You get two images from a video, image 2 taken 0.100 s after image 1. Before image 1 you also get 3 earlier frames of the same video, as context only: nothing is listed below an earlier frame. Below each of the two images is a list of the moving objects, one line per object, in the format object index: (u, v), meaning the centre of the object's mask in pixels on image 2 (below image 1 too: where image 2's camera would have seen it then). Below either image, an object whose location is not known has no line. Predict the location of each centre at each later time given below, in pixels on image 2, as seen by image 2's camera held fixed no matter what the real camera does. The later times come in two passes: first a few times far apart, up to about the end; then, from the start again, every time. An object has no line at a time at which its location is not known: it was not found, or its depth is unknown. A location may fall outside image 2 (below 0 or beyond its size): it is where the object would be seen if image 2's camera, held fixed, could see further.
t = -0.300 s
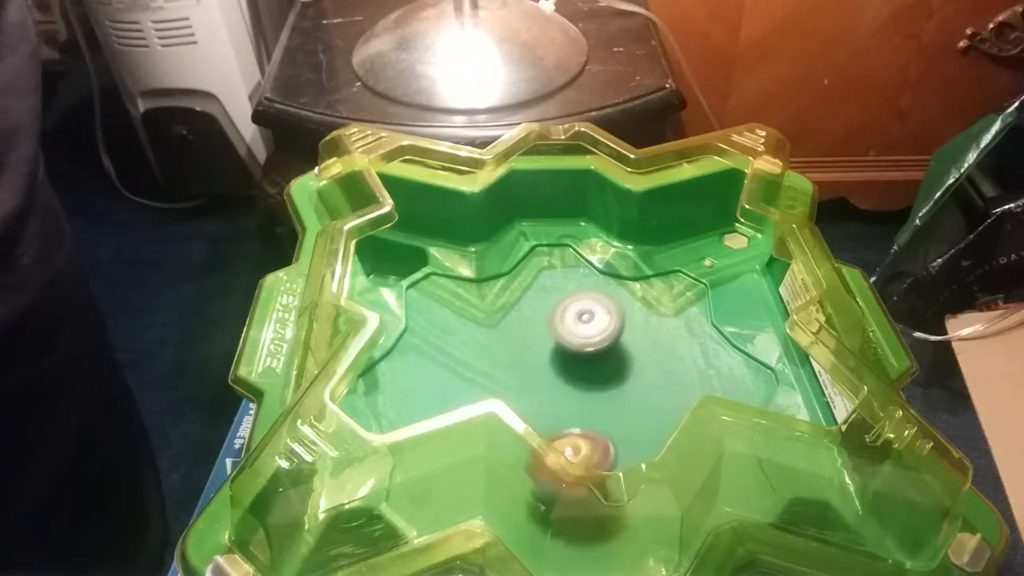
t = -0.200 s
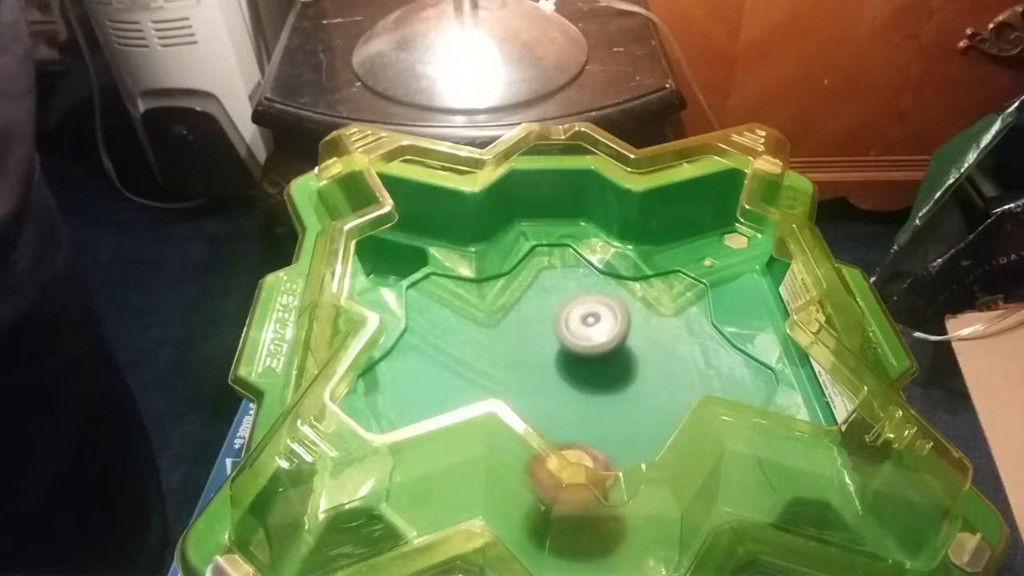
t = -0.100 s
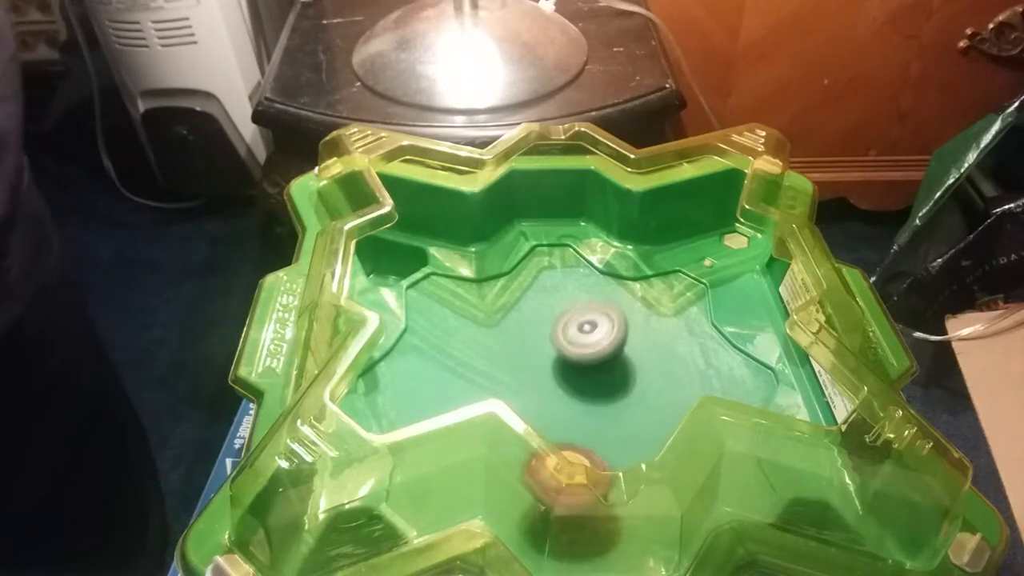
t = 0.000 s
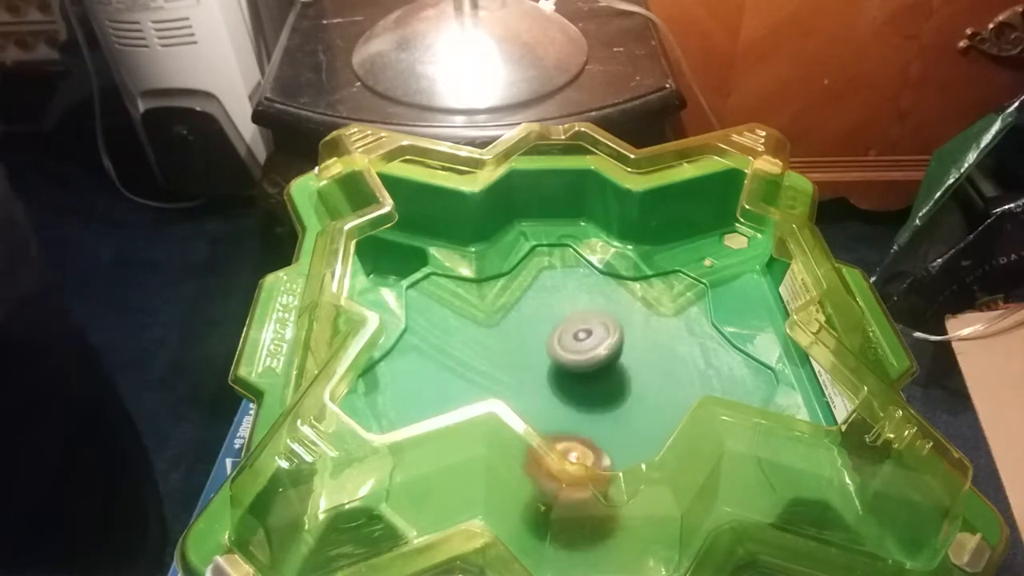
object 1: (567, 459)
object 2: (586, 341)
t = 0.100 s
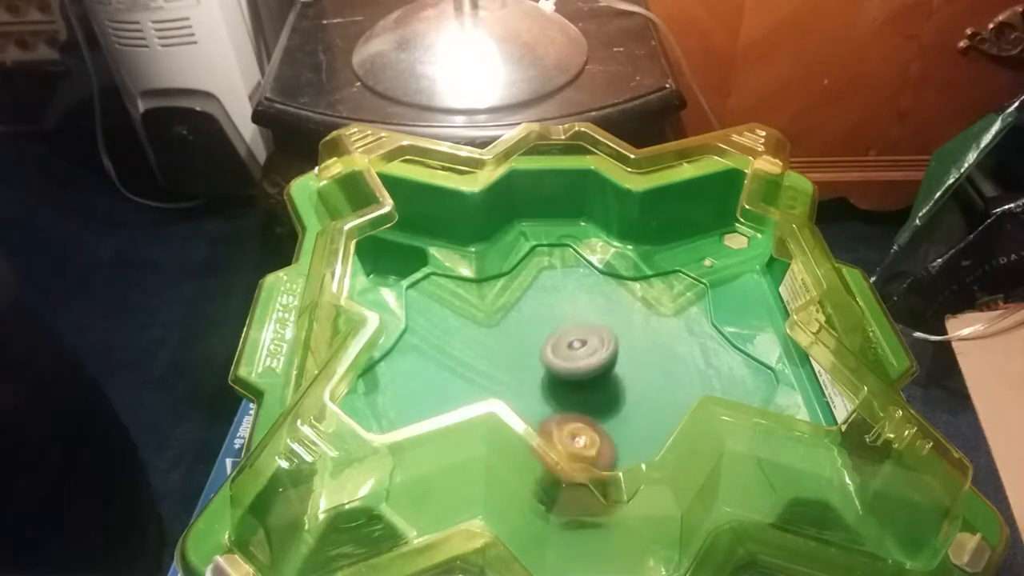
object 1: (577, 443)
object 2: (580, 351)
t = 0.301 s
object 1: (584, 425)
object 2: (573, 342)
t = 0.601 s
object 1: (609, 420)
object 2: (577, 340)
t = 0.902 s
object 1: (612, 415)
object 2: (578, 343)
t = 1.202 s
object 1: (587, 428)
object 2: (582, 327)
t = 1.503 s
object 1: (575, 398)
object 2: (585, 332)
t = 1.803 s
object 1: (520, 389)
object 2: (592, 349)
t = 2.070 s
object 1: (515, 413)
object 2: (592, 394)
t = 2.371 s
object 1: (544, 420)
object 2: (610, 385)
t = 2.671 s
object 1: (562, 413)
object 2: (630, 362)
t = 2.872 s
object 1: (557, 397)
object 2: (620, 361)
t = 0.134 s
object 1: (581, 436)
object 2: (577, 356)
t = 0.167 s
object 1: (584, 432)
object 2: (574, 360)
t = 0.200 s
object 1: (586, 427)
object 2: (570, 362)
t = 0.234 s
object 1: (590, 427)
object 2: (569, 361)
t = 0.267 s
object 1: (587, 427)
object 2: (571, 351)
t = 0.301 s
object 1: (584, 425)
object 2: (573, 342)
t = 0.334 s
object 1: (587, 425)
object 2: (573, 337)
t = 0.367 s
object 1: (594, 425)
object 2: (574, 333)
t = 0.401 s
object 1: (598, 429)
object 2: (575, 331)
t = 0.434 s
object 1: (598, 428)
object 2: (576, 331)
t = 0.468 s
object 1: (601, 426)
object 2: (575, 332)
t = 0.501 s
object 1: (607, 426)
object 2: (576, 333)
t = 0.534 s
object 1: (607, 426)
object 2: (577, 335)
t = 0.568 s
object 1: (608, 423)
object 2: (577, 336)
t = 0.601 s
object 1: (609, 420)
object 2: (577, 340)
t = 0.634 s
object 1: (612, 417)
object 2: (577, 343)
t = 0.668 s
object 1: (613, 415)
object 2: (577, 346)
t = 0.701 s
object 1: (612, 409)
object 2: (575, 349)
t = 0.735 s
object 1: (614, 407)
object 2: (575, 350)
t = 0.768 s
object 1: (613, 409)
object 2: (575, 349)
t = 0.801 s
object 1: (612, 406)
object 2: (575, 350)
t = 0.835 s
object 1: (616, 409)
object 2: (578, 348)
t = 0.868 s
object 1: (614, 412)
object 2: (577, 346)
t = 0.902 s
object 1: (612, 415)
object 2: (578, 343)
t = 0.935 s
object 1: (612, 417)
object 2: (578, 344)
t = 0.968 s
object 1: (611, 418)
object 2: (578, 344)
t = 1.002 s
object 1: (610, 418)
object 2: (577, 345)
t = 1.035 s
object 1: (607, 419)
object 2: (576, 348)
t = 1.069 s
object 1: (603, 418)
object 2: (576, 350)
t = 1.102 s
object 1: (598, 415)
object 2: (575, 353)
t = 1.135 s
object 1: (596, 417)
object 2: (576, 351)
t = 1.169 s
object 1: (592, 426)
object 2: (580, 337)
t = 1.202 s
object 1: (587, 428)
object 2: (582, 327)
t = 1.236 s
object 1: (582, 427)
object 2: (585, 320)
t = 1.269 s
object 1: (578, 425)
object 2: (587, 318)
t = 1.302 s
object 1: (577, 424)
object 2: (589, 317)
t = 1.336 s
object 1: (580, 422)
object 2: (590, 319)
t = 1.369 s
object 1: (582, 417)
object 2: (591, 320)
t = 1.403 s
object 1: (583, 412)
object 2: (591, 322)
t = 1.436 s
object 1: (582, 408)
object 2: (589, 326)
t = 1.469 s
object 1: (578, 403)
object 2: (588, 328)
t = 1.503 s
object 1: (575, 398)
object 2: (585, 332)
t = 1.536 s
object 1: (568, 392)
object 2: (584, 334)
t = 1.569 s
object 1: (562, 388)
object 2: (587, 335)
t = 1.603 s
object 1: (551, 386)
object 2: (593, 335)
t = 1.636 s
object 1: (541, 385)
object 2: (597, 334)
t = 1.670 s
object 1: (531, 386)
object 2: (598, 337)
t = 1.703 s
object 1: (525, 387)
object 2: (598, 339)
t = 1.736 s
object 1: (523, 387)
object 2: (597, 341)
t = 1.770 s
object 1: (521, 388)
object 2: (596, 344)
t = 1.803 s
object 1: (520, 389)
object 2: (592, 349)
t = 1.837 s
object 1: (516, 397)
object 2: (589, 354)
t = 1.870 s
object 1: (515, 400)
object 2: (586, 359)
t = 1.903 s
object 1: (515, 403)
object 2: (583, 366)
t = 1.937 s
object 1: (515, 406)
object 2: (581, 371)
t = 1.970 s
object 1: (516, 407)
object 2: (579, 376)
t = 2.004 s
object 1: (514, 410)
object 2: (580, 382)
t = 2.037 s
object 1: (515, 412)
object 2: (585, 388)
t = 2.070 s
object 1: (515, 413)
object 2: (592, 394)
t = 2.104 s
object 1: (518, 415)
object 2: (596, 396)
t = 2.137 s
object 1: (520, 418)
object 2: (600, 397)
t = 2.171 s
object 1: (523, 421)
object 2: (599, 397)
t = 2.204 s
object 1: (525, 420)
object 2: (600, 397)
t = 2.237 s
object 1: (531, 420)
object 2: (600, 393)
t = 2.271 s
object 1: (538, 419)
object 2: (603, 392)
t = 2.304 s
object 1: (539, 419)
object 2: (606, 389)
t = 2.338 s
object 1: (540, 422)
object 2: (608, 387)
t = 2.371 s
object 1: (544, 420)
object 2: (610, 385)
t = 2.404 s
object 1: (551, 413)
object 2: (611, 384)
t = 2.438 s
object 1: (554, 414)
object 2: (611, 383)
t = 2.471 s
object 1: (556, 414)
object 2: (611, 382)
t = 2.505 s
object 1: (558, 414)
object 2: (613, 380)
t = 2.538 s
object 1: (559, 413)
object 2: (617, 377)
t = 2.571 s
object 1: (560, 413)
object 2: (623, 372)
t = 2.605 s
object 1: (560, 413)
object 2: (627, 368)
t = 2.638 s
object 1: (561, 413)
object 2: (629, 365)
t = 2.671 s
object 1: (562, 413)
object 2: (630, 362)
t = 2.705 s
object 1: (563, 411)
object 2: (630, 361)
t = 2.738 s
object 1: (563, 409)
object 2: (631, 359)
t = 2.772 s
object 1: (563, 406)
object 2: (630, 358)
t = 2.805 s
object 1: (562, 402)
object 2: (629, 358)
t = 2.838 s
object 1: (560, 399)
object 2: (625, 360)
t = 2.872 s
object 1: (557, 397)
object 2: (620, 361)
